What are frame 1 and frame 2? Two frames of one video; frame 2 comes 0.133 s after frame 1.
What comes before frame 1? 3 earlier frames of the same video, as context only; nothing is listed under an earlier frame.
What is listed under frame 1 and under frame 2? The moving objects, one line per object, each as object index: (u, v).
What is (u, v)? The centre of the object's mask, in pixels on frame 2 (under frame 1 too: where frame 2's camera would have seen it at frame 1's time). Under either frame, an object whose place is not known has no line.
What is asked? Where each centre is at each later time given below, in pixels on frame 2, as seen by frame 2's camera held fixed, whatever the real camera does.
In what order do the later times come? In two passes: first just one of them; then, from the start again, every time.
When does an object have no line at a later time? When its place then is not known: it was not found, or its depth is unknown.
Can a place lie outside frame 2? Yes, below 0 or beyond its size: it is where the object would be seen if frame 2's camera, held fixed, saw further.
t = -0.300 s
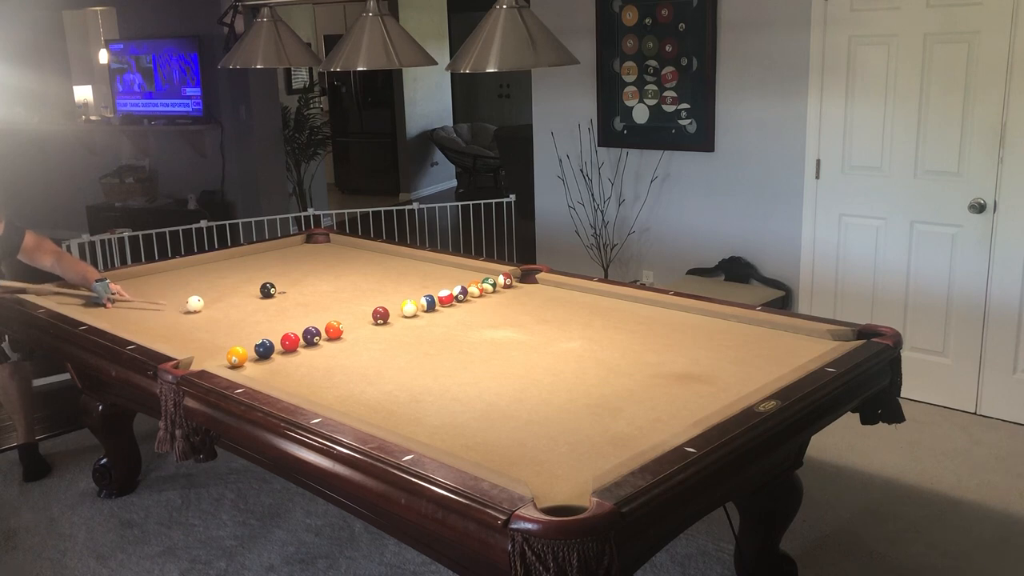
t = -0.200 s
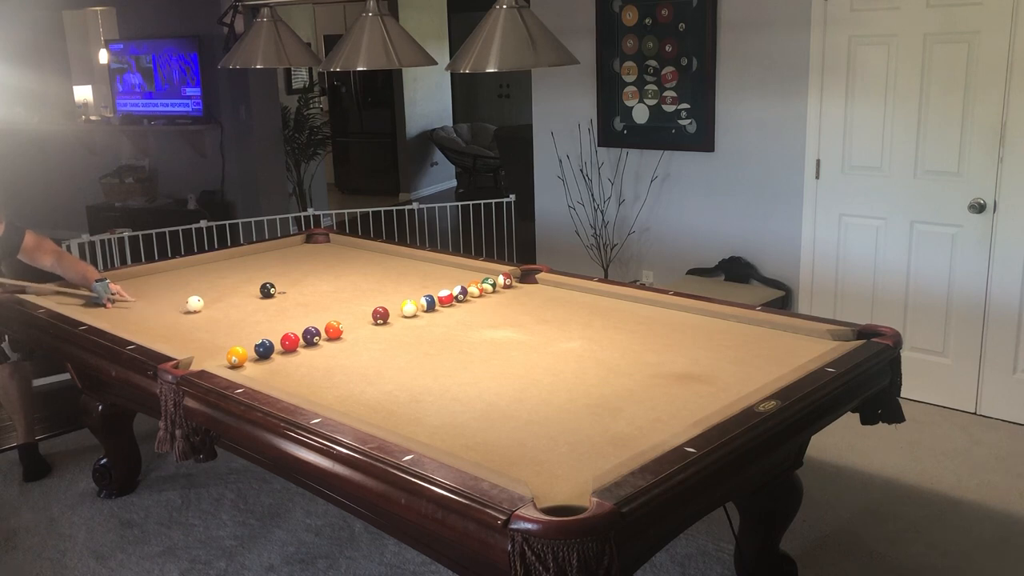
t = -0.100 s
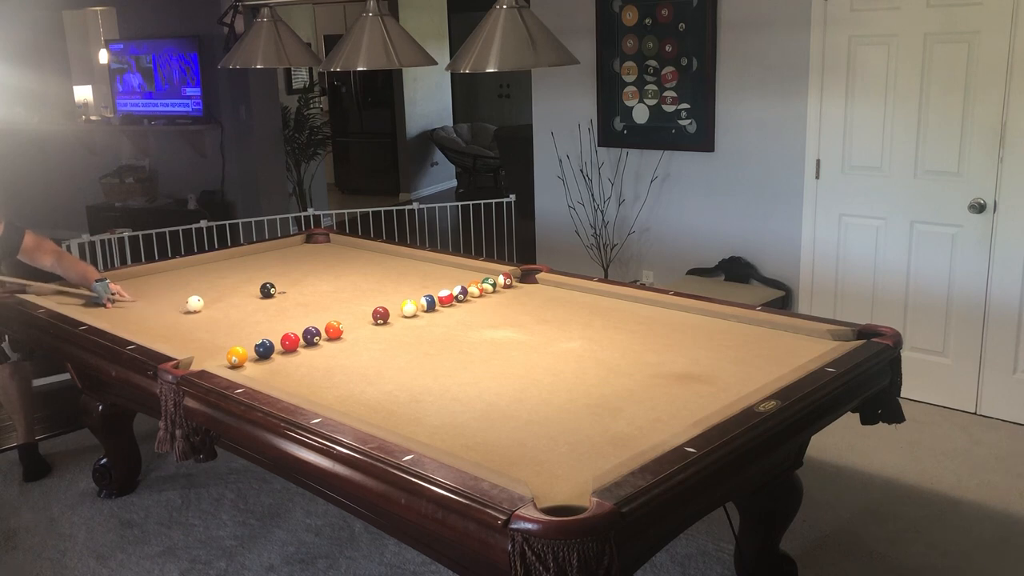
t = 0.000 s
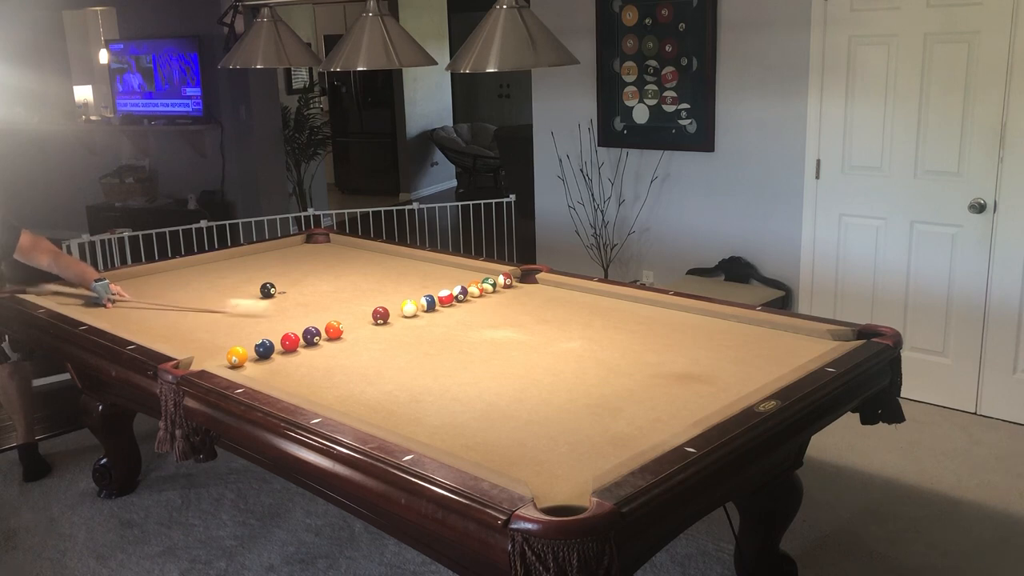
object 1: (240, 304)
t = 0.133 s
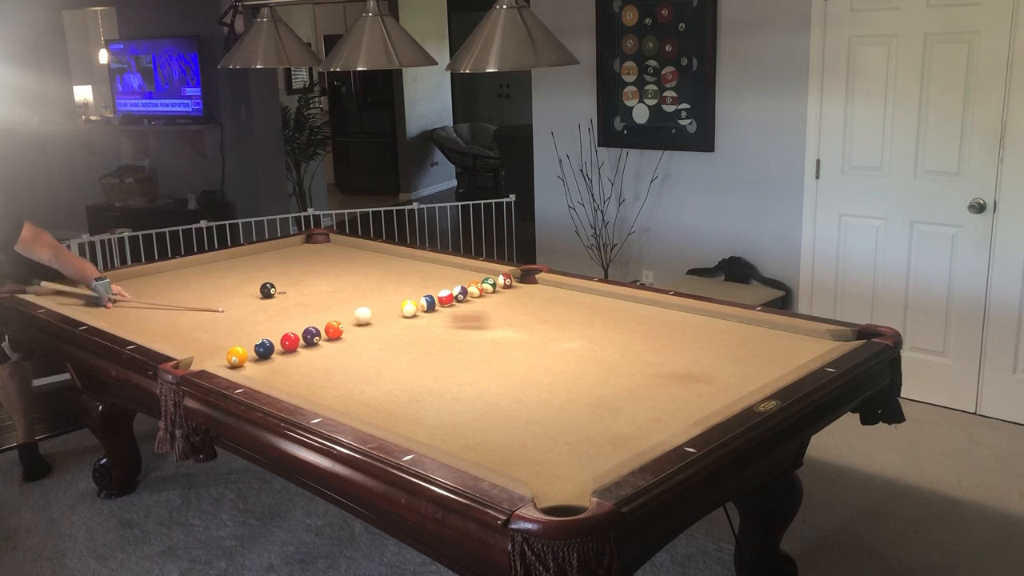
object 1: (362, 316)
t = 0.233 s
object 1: (352, 317)
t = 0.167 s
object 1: (360, 316)
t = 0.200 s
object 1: (356, 317)
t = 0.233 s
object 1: (352, 317)
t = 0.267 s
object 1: (347, 317)
